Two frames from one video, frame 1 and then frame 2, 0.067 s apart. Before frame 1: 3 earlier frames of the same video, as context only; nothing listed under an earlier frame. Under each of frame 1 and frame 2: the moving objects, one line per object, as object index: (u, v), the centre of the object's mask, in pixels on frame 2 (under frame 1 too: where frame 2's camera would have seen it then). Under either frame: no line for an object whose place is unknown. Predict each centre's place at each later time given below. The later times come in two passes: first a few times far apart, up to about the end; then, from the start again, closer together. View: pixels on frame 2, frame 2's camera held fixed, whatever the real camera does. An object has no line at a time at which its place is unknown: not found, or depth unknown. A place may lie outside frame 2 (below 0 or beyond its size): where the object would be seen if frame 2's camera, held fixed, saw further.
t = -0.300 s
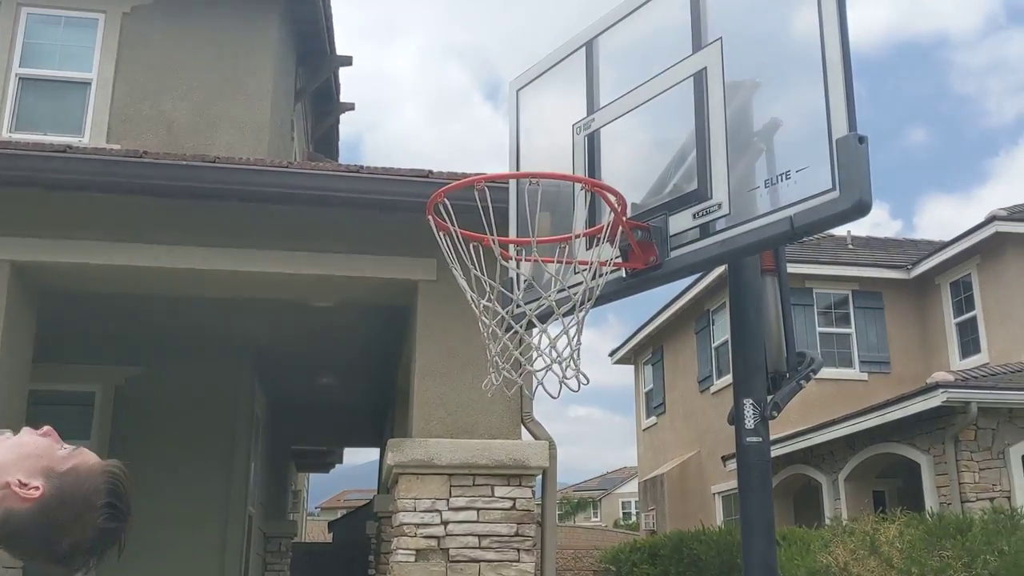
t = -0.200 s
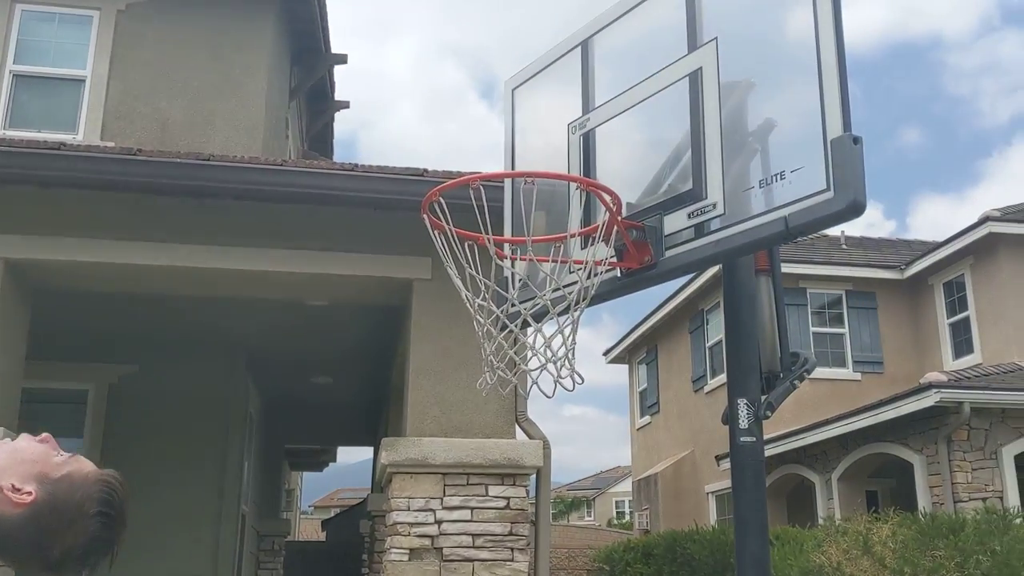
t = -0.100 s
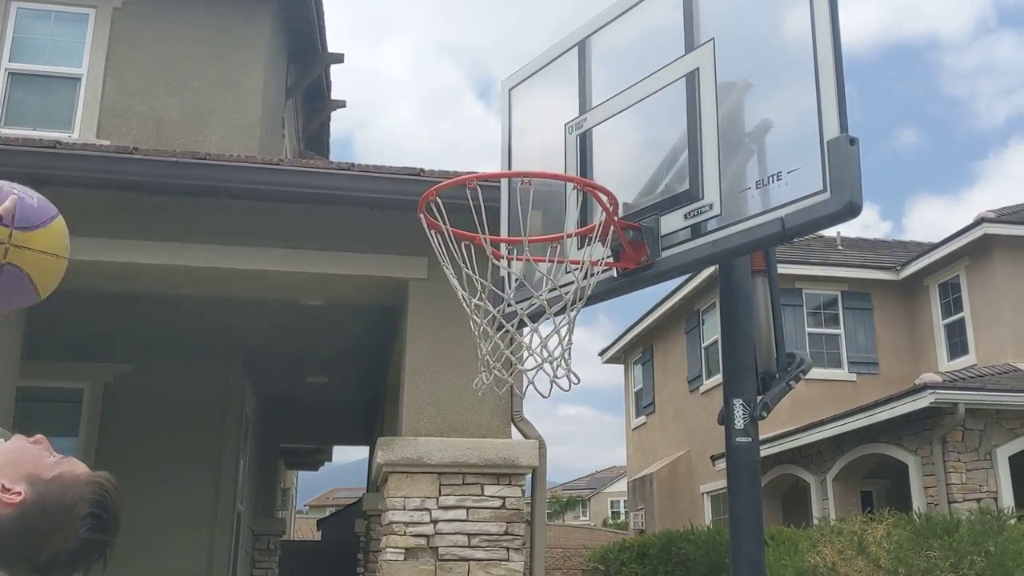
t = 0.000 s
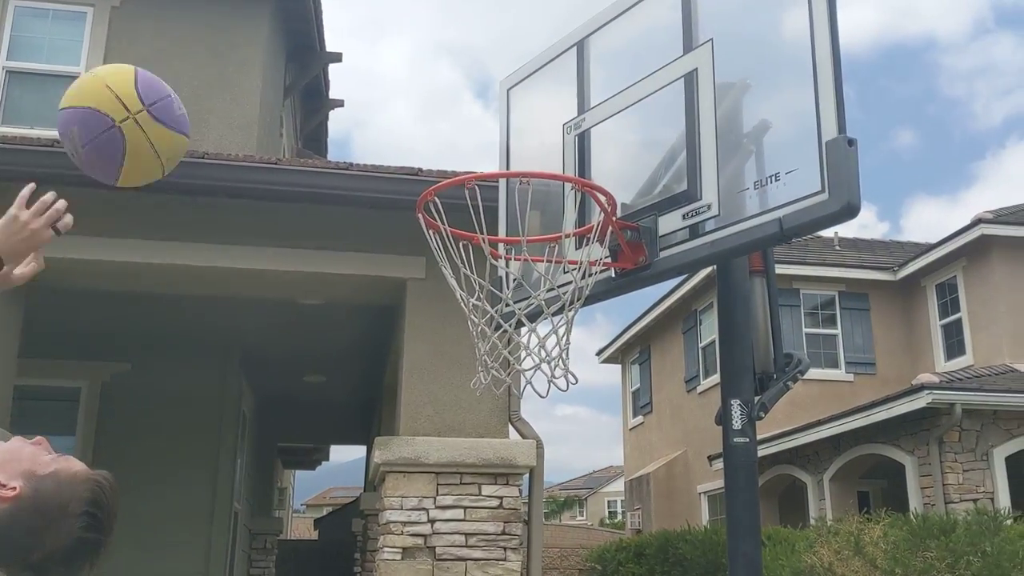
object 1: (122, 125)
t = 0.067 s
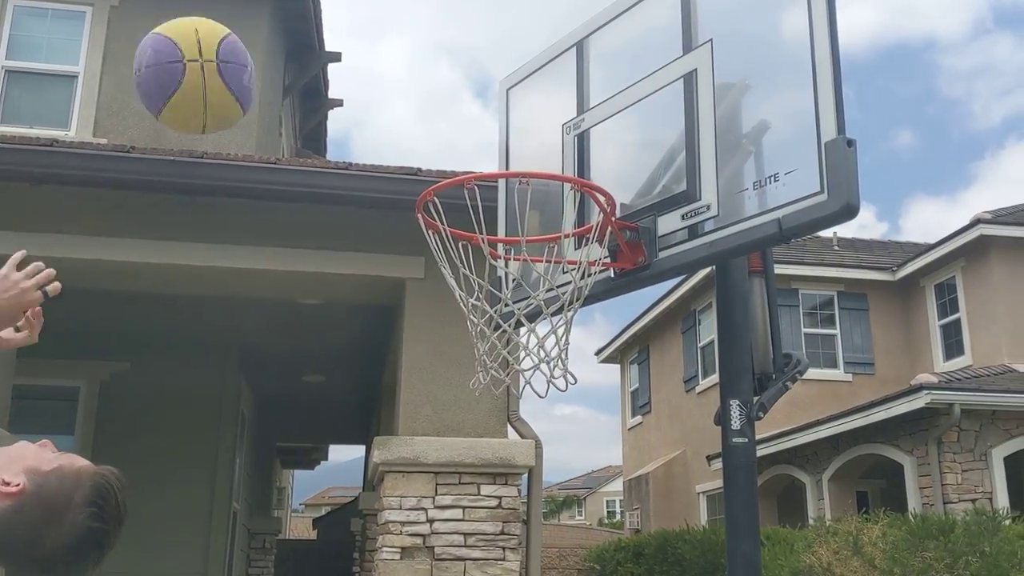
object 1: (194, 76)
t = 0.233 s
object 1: (342, 47)
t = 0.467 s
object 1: (506, 171)
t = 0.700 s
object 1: (582, 303)
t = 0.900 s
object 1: (548, 380)
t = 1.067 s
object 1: (504, 555)
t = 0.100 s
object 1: (227, 59)
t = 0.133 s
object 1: (259, 50)
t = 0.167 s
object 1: (288, 46)
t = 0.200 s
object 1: (316, 46)
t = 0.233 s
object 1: (342, 47)
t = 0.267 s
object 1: (368, 52)
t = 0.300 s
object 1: (393, 62)
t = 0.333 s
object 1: (416, 77)
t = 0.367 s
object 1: (439, 96)
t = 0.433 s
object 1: (483, 137)
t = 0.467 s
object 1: (506, 171)
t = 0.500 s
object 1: (527, 215)
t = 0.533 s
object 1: (546, 245)
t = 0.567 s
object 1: (567, 284)
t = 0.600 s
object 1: (580, 299)
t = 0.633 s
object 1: (584, 302)
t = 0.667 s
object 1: (584, 302)
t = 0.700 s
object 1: (582, 303)
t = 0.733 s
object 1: (579, 306)
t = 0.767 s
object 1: (575, 313)
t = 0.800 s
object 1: (569, 325)
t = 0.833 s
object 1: (564, 339)
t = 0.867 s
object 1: (557, 358)
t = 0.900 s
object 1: (548, 380)
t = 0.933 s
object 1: (540, 409)
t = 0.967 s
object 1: (531, 441)
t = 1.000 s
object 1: (522, 482)
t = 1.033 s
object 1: (512, 526)
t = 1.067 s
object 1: (504, 555)
